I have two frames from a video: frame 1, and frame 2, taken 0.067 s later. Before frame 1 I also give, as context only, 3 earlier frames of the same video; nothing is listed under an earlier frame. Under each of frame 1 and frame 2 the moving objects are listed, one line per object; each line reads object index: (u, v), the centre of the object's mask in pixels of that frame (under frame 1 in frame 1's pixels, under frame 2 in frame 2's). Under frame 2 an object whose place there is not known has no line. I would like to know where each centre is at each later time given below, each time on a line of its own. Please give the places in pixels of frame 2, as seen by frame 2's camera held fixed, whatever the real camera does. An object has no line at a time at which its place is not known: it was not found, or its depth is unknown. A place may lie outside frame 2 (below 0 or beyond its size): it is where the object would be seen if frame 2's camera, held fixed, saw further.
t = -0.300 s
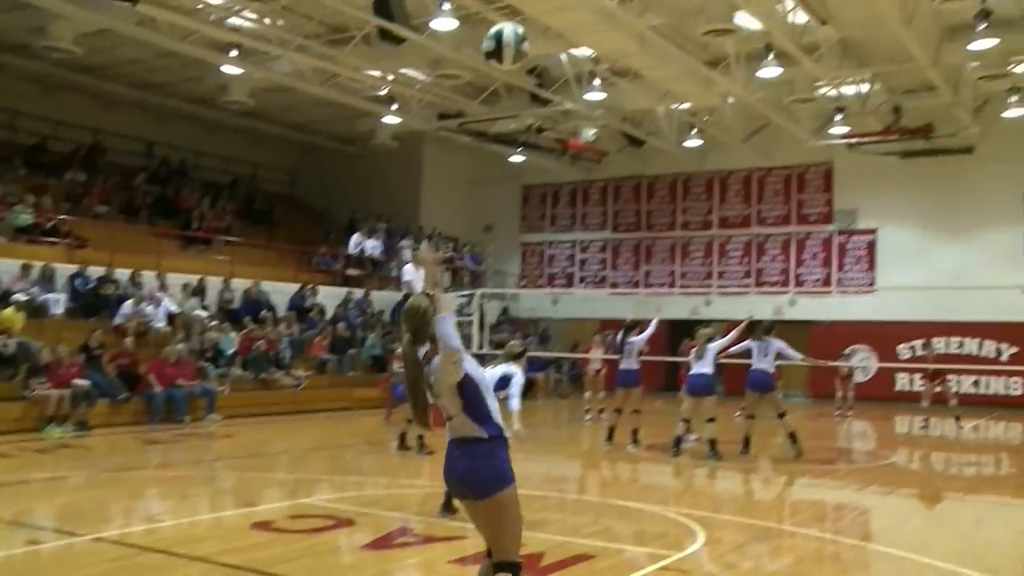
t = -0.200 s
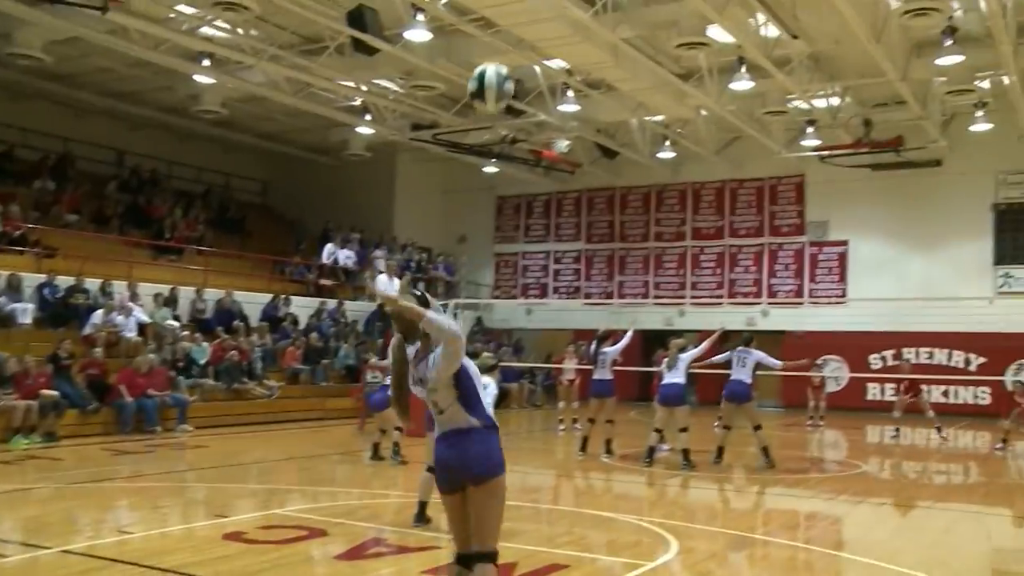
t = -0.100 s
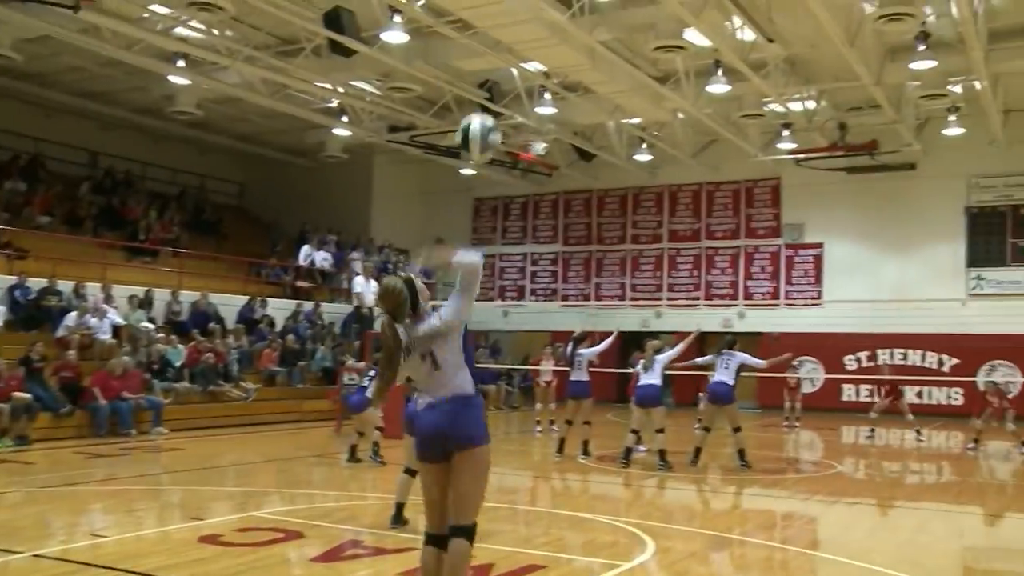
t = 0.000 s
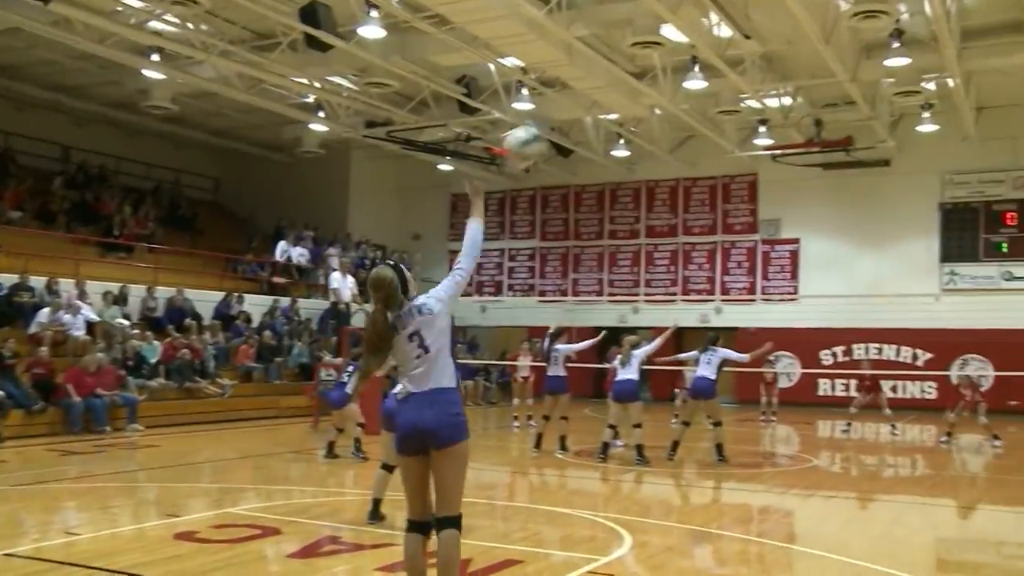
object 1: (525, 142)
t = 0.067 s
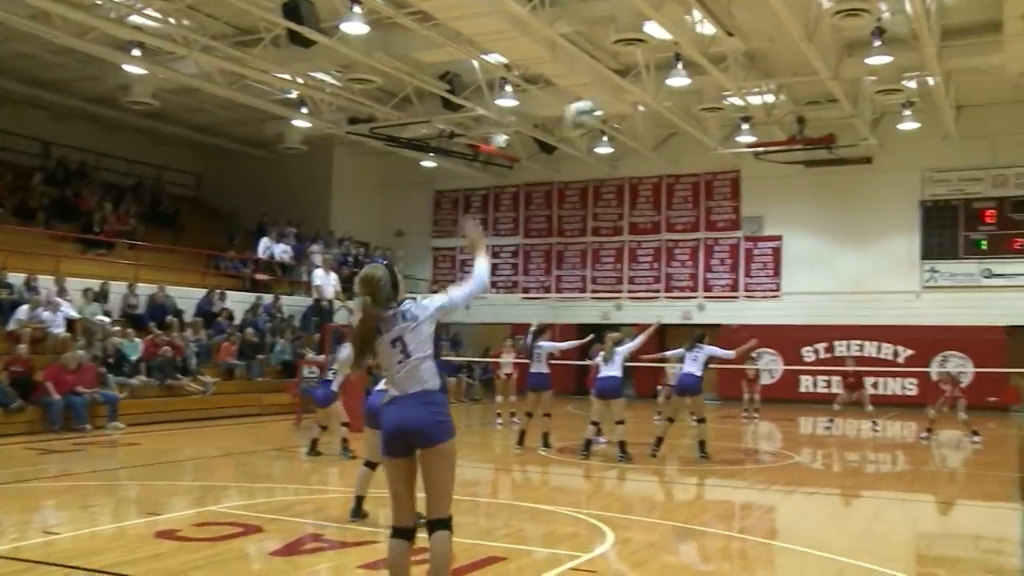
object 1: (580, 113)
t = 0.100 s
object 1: (612, 108)
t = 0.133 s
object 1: (639, 102)
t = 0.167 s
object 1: (663, 101)
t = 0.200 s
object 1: (685, 101)
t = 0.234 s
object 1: (704, 100)
